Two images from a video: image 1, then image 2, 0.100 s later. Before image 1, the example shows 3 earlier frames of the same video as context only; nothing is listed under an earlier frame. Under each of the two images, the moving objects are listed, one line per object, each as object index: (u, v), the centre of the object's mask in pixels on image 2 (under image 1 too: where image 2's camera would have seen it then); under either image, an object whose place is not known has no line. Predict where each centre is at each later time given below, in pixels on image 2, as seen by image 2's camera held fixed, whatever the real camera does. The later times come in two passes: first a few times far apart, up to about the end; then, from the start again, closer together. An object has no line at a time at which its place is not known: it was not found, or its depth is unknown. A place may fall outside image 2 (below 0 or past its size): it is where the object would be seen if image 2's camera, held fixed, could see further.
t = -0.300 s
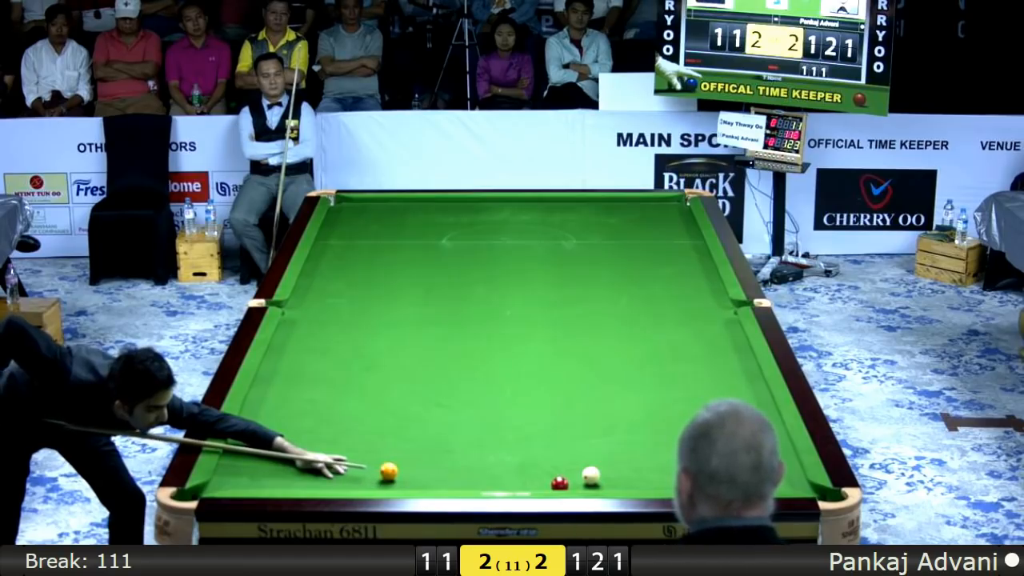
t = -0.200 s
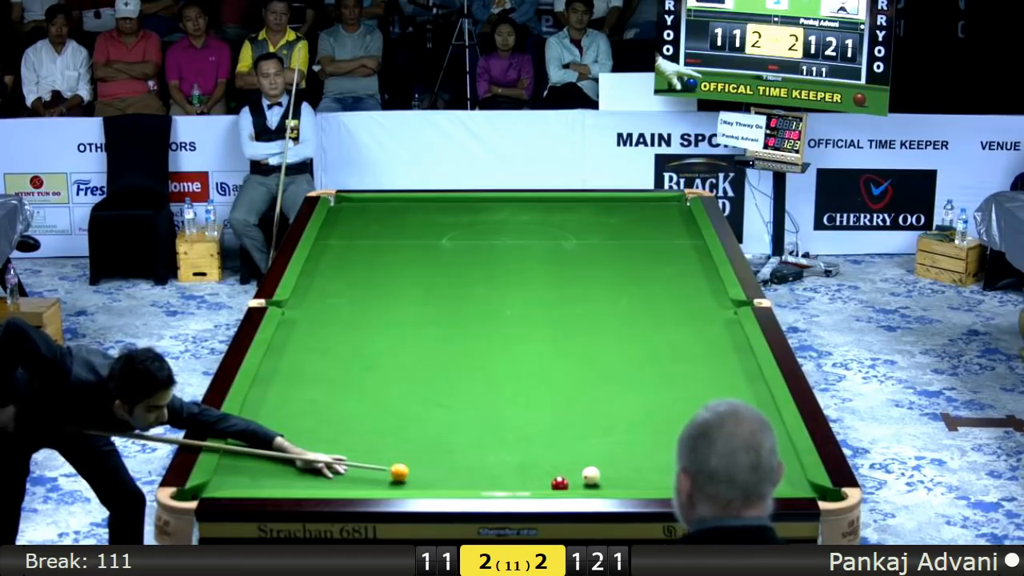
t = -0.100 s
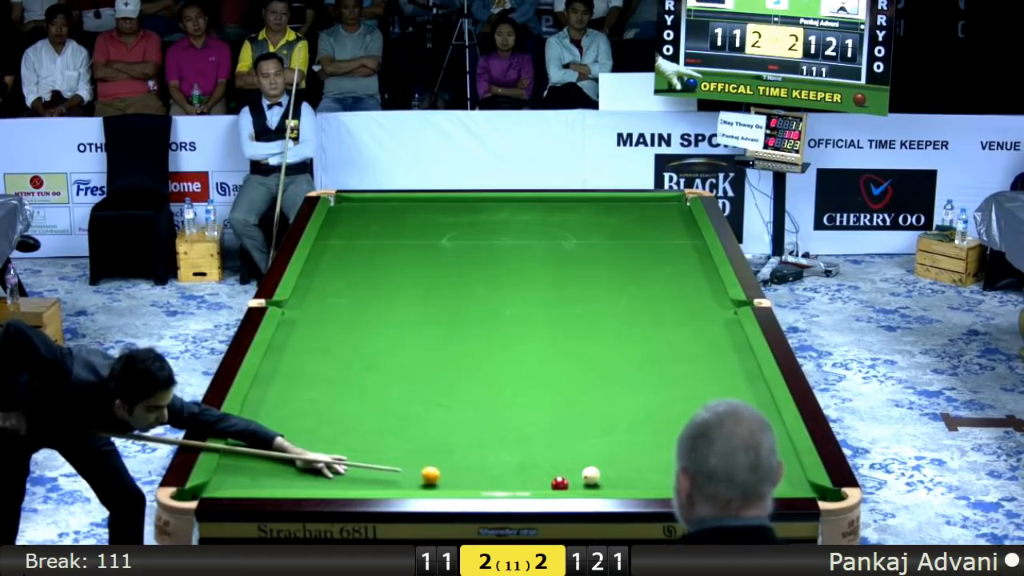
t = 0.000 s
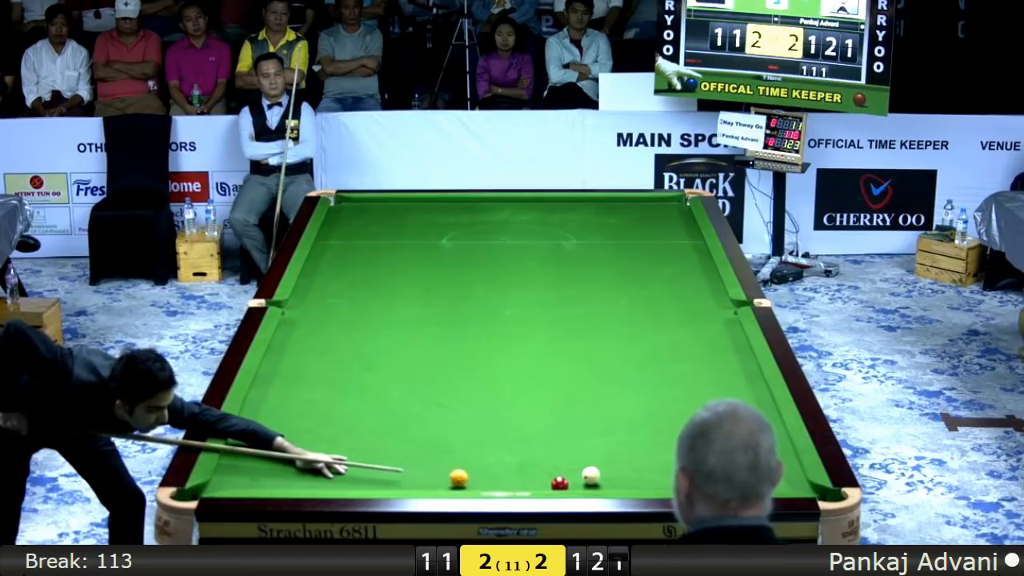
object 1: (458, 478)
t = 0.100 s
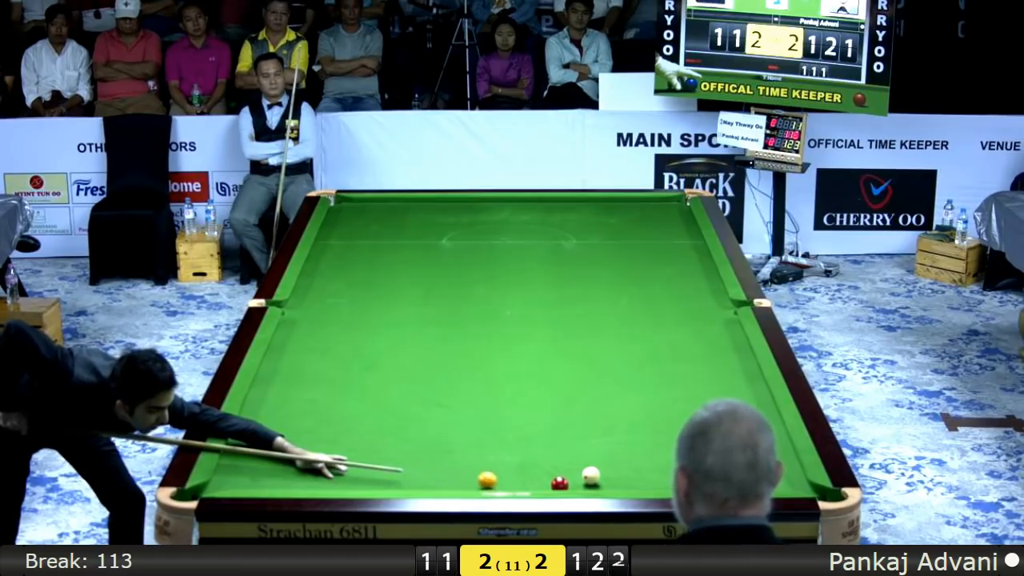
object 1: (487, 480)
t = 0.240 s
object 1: (527, 483)
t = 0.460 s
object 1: (551, 486)
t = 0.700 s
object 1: (566, 484)
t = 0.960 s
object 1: (579, 482)
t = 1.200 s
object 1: (587, 481)
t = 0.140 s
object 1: (498, 481)
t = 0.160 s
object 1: (504, 481)
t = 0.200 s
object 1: (515, 482)
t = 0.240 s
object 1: (527, 483)
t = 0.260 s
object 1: (532, 483)
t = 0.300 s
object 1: (542, 483)
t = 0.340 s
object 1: (543, 484)
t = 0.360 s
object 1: (544, 485)
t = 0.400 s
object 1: (547, 485)
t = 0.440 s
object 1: (550, 486)
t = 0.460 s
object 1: (551, 486)
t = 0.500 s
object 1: (554, 486)
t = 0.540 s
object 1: (556, 485)
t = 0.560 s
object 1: (558, 485)
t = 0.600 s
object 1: (560, 485)
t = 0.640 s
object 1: (562, 484)
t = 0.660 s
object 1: (564, 484)
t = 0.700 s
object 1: (566, 484)
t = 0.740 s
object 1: (568, 483)
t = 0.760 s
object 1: (569, 483)
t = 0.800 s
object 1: (571, 483)
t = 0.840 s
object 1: (573, 483)
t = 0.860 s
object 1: (574, 482)
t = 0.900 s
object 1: (576, 482)
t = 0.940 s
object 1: (578, 482)
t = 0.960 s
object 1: (579, 482)
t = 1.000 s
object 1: (582, 482)
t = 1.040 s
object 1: (583, 482)
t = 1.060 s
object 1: (583, 482)
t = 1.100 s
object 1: (584, 482)
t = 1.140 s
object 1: (585, 482)
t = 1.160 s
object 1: (586, 482)
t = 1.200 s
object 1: (587, 481)
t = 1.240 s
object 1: (587, 481)
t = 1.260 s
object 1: (588, 481)
